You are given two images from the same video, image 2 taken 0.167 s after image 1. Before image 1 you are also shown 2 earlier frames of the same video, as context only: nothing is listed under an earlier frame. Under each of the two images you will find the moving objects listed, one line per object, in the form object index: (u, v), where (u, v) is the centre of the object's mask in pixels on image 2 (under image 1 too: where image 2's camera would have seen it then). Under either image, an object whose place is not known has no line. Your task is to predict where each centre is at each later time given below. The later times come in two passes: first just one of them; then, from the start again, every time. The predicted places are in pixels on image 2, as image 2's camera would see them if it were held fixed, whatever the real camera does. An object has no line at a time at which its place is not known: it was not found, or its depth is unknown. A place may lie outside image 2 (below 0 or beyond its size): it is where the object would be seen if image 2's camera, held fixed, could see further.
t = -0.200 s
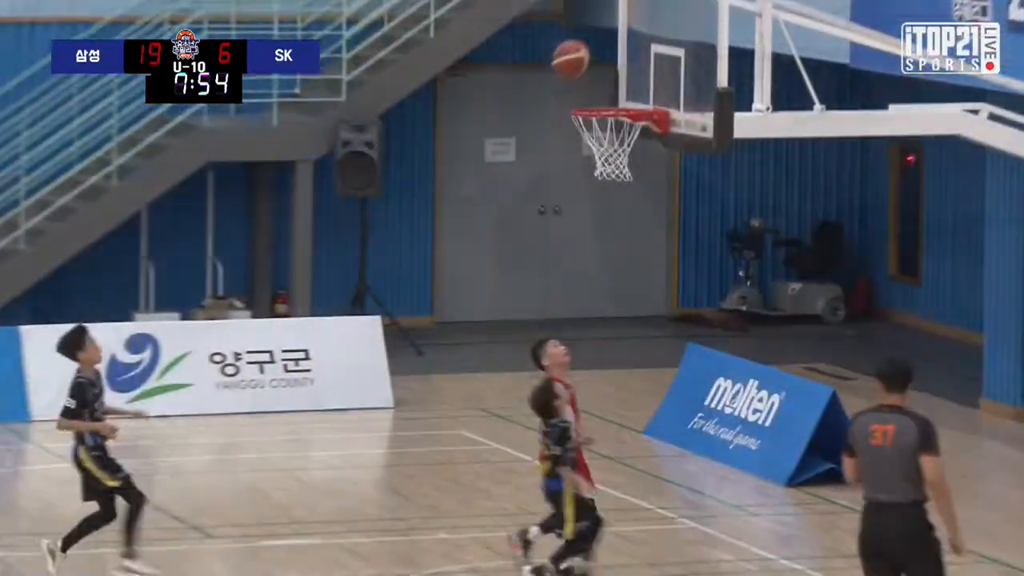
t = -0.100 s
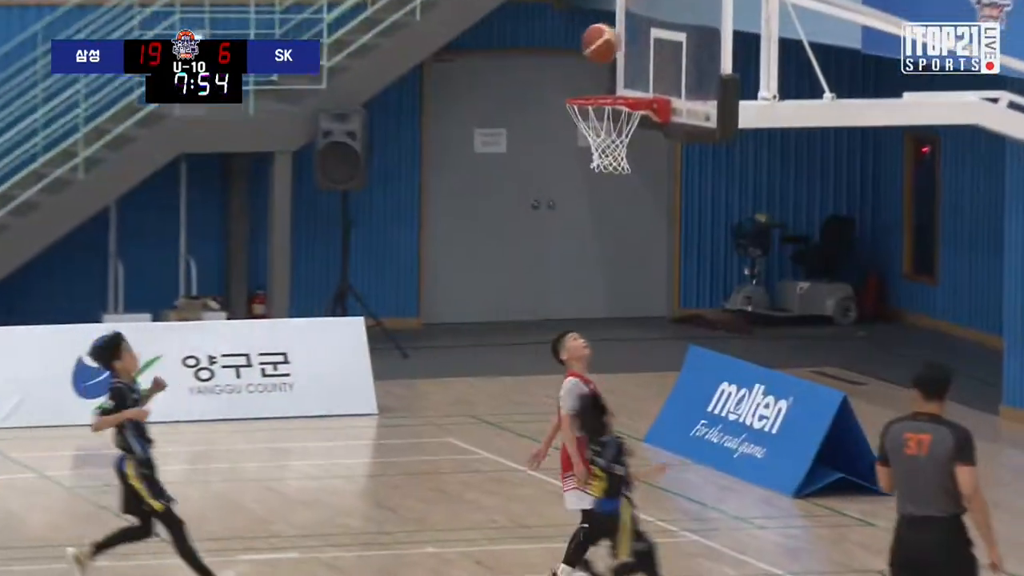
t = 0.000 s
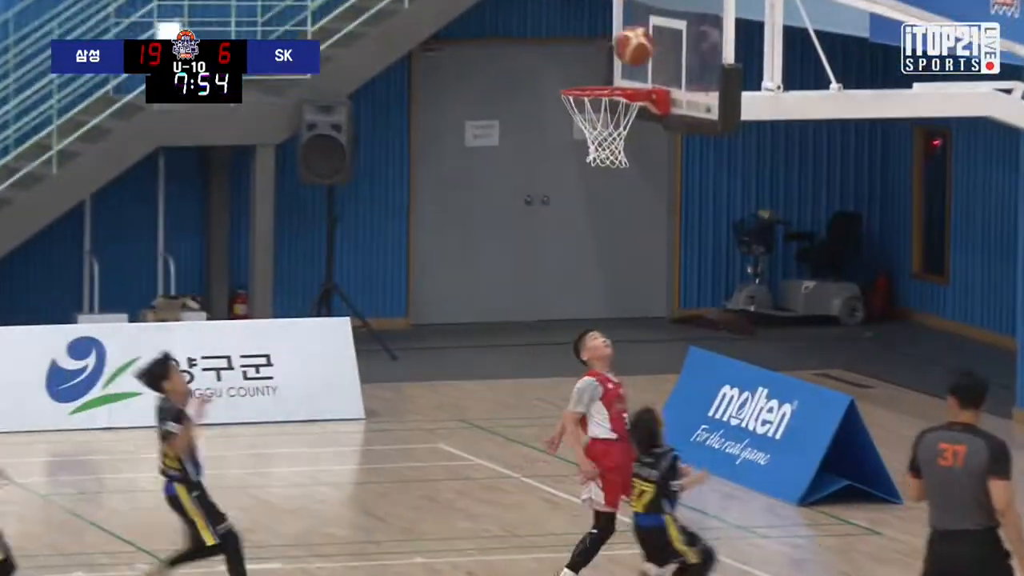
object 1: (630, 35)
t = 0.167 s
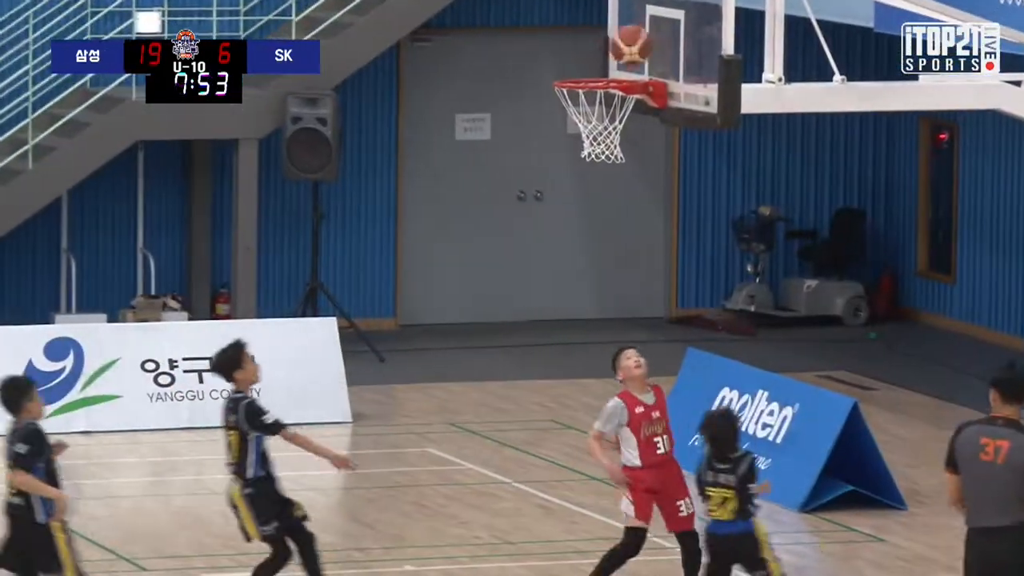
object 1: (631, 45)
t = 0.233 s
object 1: (620, 38)
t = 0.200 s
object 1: (626, 41)
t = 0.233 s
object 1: (620, 38)
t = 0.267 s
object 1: (614, 38)
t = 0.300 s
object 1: (608, 39)
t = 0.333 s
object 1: (603, 42)
